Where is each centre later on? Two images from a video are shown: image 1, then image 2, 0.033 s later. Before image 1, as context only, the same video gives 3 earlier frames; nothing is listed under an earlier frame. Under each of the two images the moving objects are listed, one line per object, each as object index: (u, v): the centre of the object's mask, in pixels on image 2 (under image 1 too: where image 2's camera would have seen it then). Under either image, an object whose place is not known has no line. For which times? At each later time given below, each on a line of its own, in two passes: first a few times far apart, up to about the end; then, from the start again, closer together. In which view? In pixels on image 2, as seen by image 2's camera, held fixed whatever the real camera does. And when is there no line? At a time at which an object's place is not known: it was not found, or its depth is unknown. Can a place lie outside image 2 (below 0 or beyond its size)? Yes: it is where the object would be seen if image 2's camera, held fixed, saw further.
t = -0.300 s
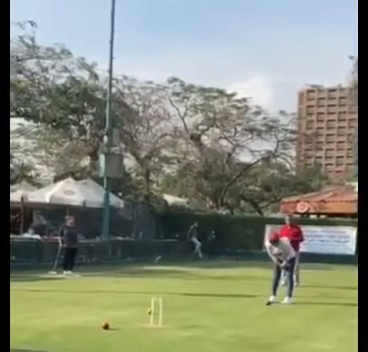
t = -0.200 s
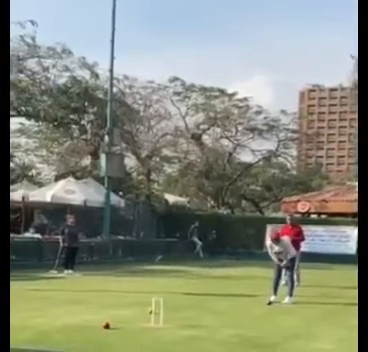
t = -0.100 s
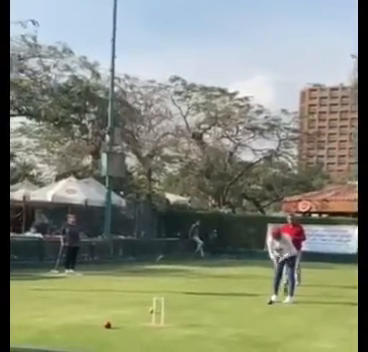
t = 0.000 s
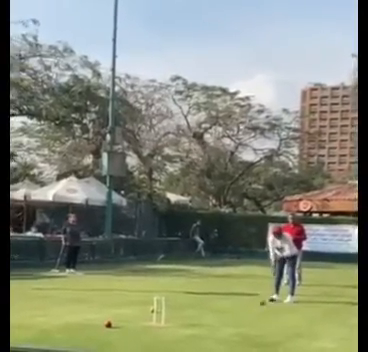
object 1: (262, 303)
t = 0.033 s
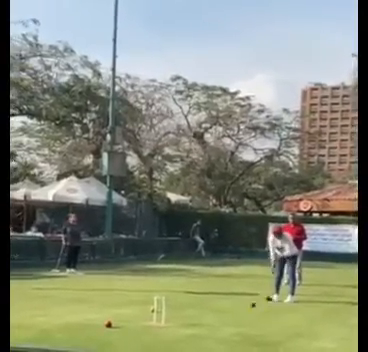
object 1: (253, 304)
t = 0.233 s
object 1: (186, 316)
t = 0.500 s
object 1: (158, 320)
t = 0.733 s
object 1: (152, 322)
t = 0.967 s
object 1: (145, 325)
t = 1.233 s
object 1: (136, 328)
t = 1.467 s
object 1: (130, 329)
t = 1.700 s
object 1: (125, 331)
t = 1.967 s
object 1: (114, 333)
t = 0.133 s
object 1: (221, 310)
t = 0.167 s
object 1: (210, 312)
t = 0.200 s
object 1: (198, 315)
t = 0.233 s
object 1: (186, 316)
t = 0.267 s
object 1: (173, 318)
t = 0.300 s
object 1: (158, 320)
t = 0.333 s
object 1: (159, 318)
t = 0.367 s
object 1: (159, 317)
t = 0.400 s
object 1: (158, 317)
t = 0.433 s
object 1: (159, 317)
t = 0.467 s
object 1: (158, 318)
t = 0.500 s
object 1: (158, 320)
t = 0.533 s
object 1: (158, 320)
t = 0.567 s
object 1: (157, 320)
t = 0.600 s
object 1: (156, 321)
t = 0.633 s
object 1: (156, 321)
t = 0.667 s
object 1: (155, 321)
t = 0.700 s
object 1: (154, 321)
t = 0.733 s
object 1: (152, 322)
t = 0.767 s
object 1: (151, 322)
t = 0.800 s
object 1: (150, 322)
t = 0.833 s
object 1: (149, 323)
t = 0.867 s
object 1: (148, 324)
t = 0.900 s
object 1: (147, 323)
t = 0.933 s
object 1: (145, 324)
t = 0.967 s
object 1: (145, 325)
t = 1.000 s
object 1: (144, 325)
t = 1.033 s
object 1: (142, 325)
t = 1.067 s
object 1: (141, 326)
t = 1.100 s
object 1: (140, 326)
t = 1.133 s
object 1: (139, 326)
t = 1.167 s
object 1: (139, 327)
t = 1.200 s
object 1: (137, 327)
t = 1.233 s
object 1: (136, 328)
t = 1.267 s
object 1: (135, 328)
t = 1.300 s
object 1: (134, 328)
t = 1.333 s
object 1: (133, 328)
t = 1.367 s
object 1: (132, 329)
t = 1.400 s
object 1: (132, 329)
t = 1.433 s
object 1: (131, 328)
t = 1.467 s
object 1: (130, 329)
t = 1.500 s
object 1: (130, 329)
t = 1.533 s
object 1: (129, 329)
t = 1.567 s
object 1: (128, 330)
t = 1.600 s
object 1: (127, 330)
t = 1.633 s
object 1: (126, 330)
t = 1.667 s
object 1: (126, 330)
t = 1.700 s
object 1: (125, 331)
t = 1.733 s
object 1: (124, 331)
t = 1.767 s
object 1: (123, 331)
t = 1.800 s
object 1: (121, 332)
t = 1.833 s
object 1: (120, 332)
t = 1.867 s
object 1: (118, 333)
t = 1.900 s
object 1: (116, 333)
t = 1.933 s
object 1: (116, 333)
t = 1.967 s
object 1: (114, 333)
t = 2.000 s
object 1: (113, 334)
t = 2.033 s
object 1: (112, 334)
